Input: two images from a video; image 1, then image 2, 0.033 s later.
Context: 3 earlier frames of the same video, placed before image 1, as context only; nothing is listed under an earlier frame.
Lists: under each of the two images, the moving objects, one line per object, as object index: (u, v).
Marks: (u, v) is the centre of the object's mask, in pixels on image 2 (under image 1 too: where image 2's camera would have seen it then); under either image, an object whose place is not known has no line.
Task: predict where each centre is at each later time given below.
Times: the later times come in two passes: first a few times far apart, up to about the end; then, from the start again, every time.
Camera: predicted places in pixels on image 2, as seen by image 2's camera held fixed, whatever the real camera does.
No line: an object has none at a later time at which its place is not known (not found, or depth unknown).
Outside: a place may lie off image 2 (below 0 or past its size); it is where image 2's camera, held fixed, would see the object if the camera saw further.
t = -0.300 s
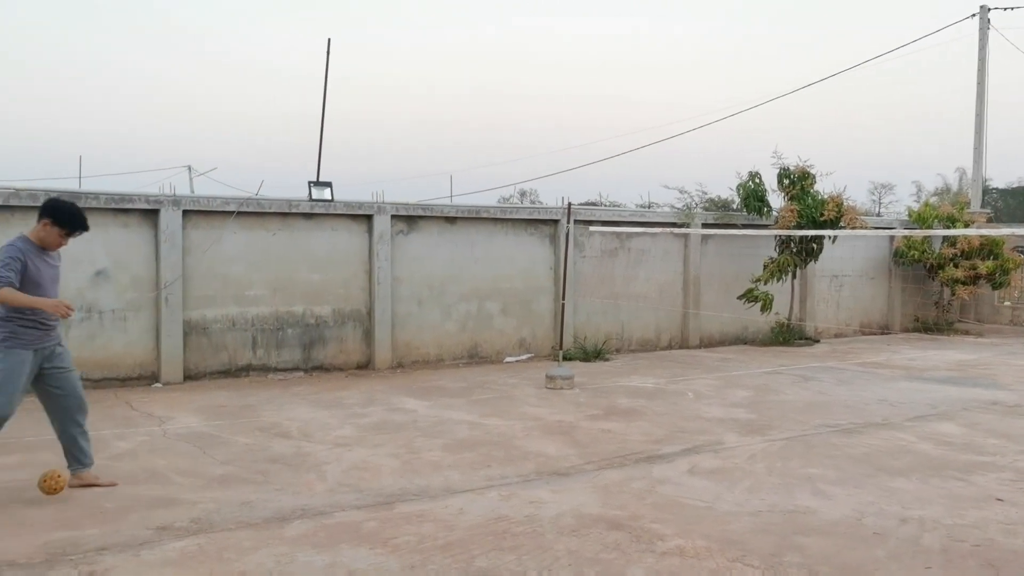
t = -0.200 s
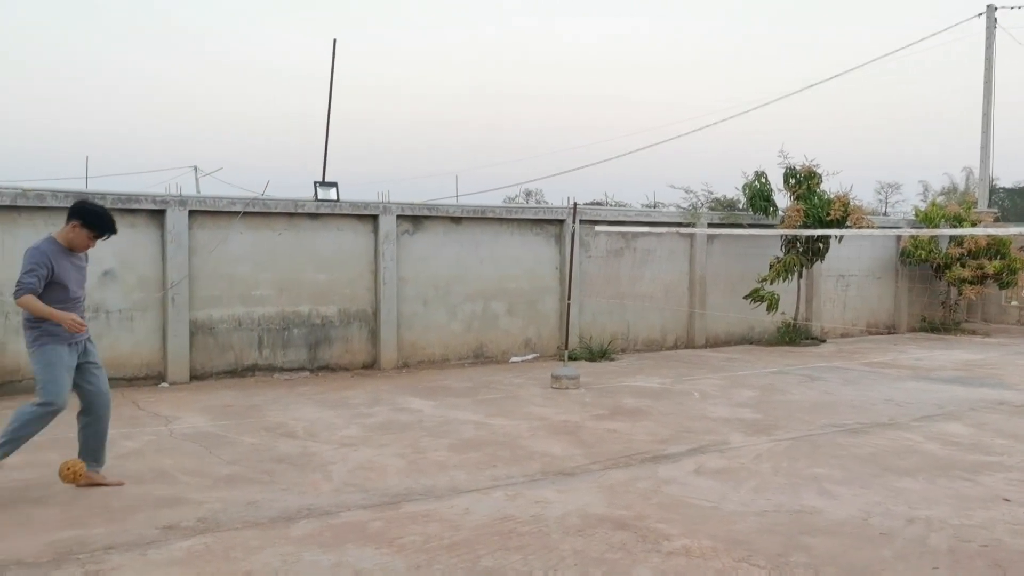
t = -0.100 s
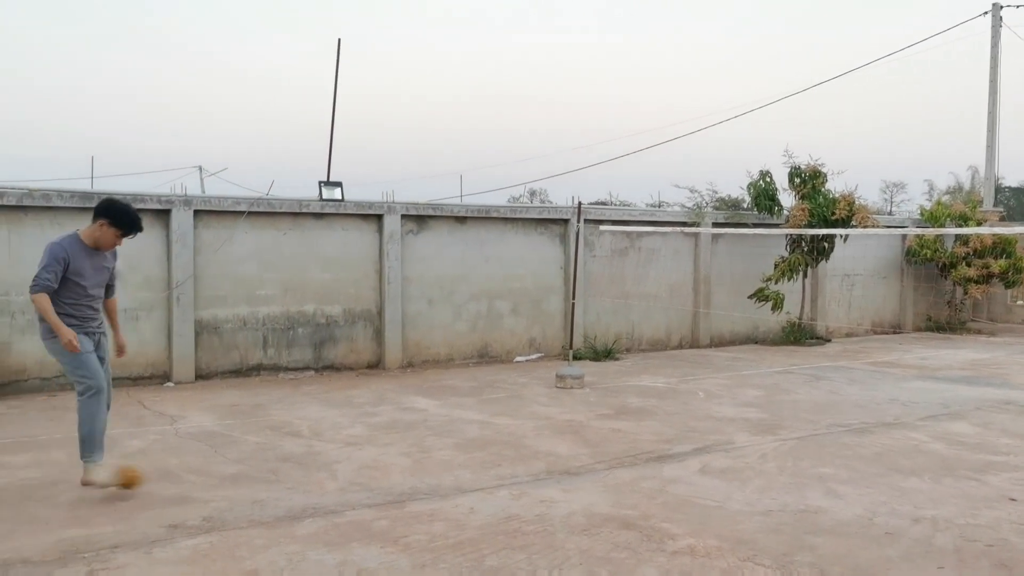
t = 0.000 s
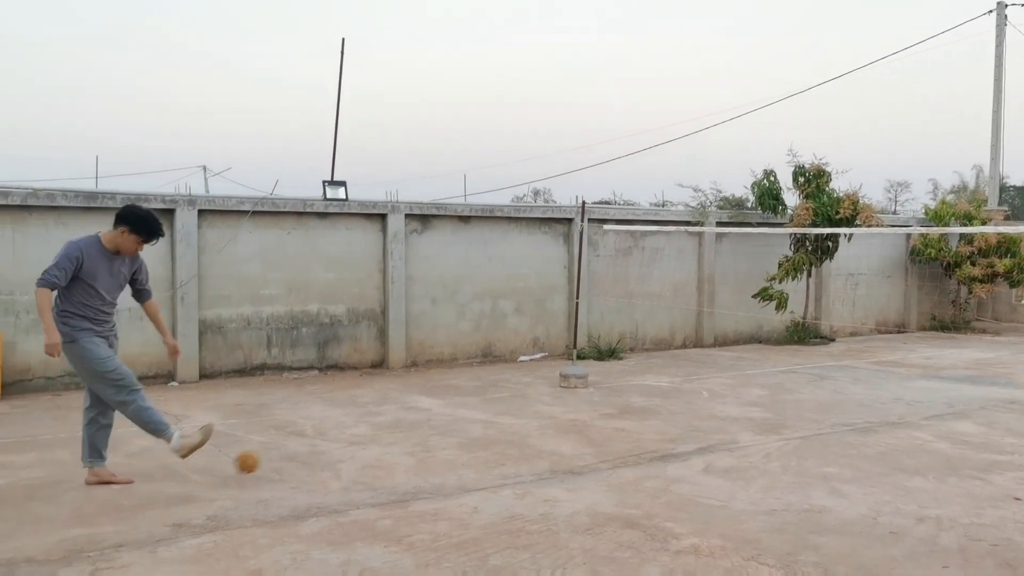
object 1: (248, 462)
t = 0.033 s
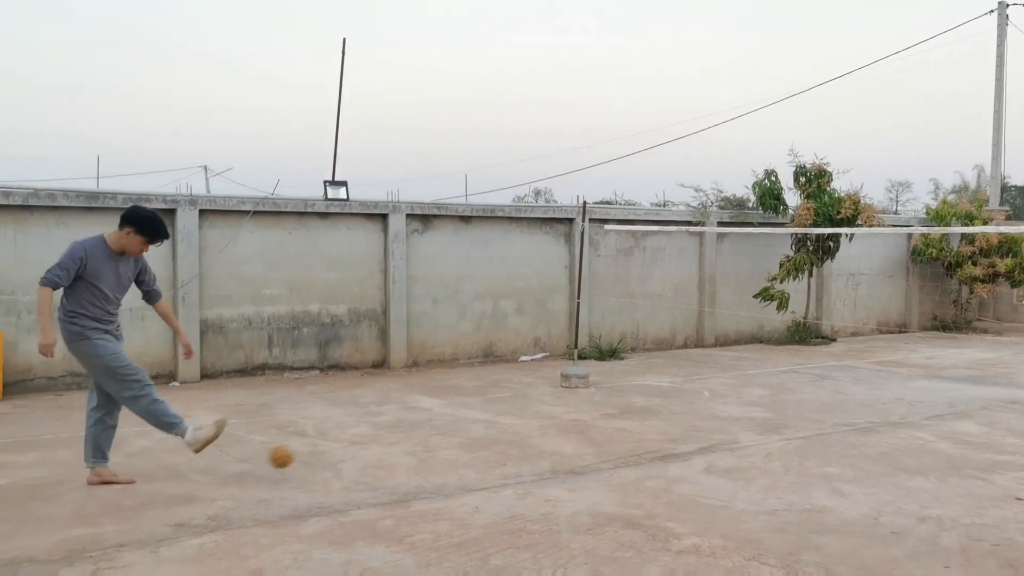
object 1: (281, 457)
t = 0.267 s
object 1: (475, 449)
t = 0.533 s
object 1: (638, 437)
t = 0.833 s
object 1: (792, 430)
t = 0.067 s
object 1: (312, 454)
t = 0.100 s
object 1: (342, 453)
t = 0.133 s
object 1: (373, 454)
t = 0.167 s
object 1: (402, 456)
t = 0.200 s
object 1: (429, 461)
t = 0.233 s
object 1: (453, 455)
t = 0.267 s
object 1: (475, 449)
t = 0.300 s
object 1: (498, 446)
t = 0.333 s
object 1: (519, 444)
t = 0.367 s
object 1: (540, 444)
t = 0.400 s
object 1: (561, 446)
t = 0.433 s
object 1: (581, 449)
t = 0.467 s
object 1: (600, 443)
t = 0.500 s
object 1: (620, 439)
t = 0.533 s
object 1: (638, 437)
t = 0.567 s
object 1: (657, 437)
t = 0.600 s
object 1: (675, 438)
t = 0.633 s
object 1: (693, 439)
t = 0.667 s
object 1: (711, 436)
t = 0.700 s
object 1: (728, 434)
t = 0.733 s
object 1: (744, 435)
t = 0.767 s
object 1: (760, 432)
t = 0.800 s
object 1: (776, 430)
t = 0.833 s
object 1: (792, 430)
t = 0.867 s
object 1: (807, 429)
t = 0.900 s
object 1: (822, 428)
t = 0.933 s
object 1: (837, 427)
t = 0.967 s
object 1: (852, 425)
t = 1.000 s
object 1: (866, 425)
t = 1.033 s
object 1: (880, 423)
